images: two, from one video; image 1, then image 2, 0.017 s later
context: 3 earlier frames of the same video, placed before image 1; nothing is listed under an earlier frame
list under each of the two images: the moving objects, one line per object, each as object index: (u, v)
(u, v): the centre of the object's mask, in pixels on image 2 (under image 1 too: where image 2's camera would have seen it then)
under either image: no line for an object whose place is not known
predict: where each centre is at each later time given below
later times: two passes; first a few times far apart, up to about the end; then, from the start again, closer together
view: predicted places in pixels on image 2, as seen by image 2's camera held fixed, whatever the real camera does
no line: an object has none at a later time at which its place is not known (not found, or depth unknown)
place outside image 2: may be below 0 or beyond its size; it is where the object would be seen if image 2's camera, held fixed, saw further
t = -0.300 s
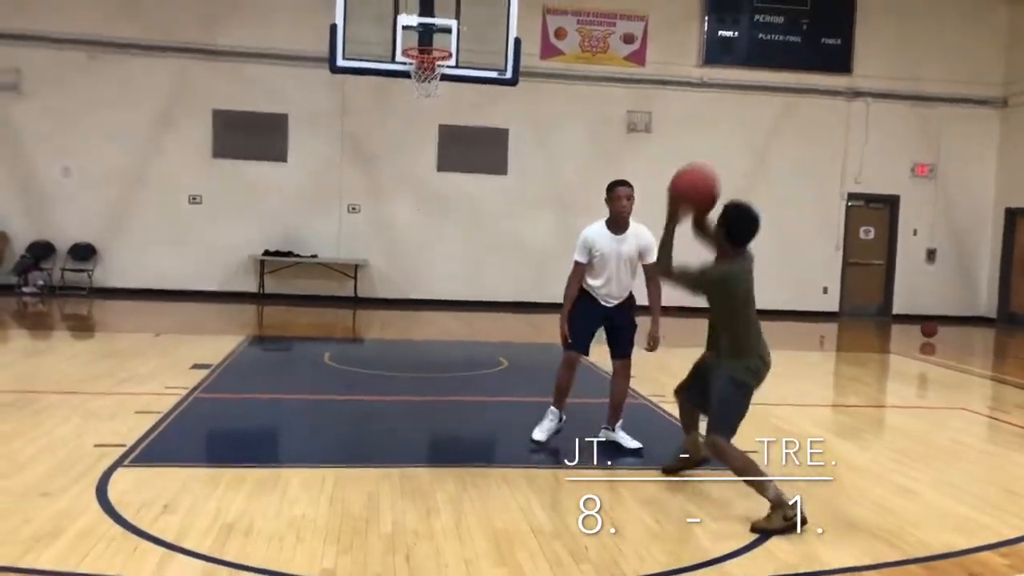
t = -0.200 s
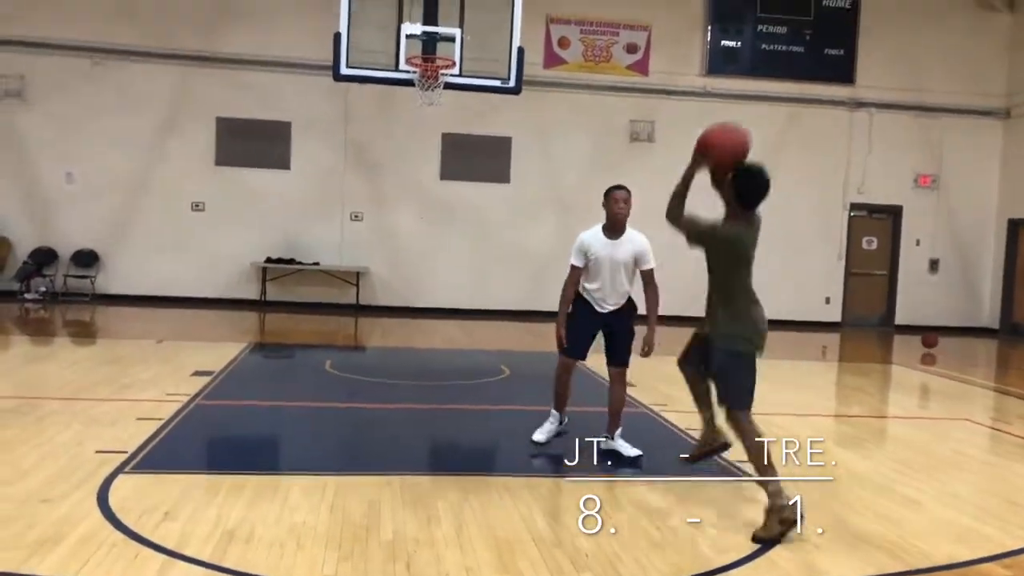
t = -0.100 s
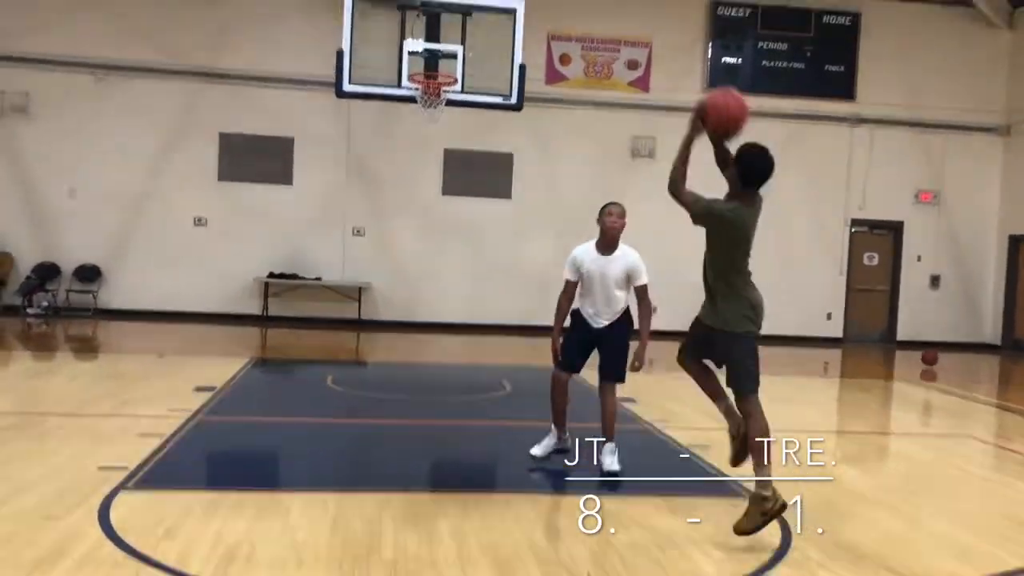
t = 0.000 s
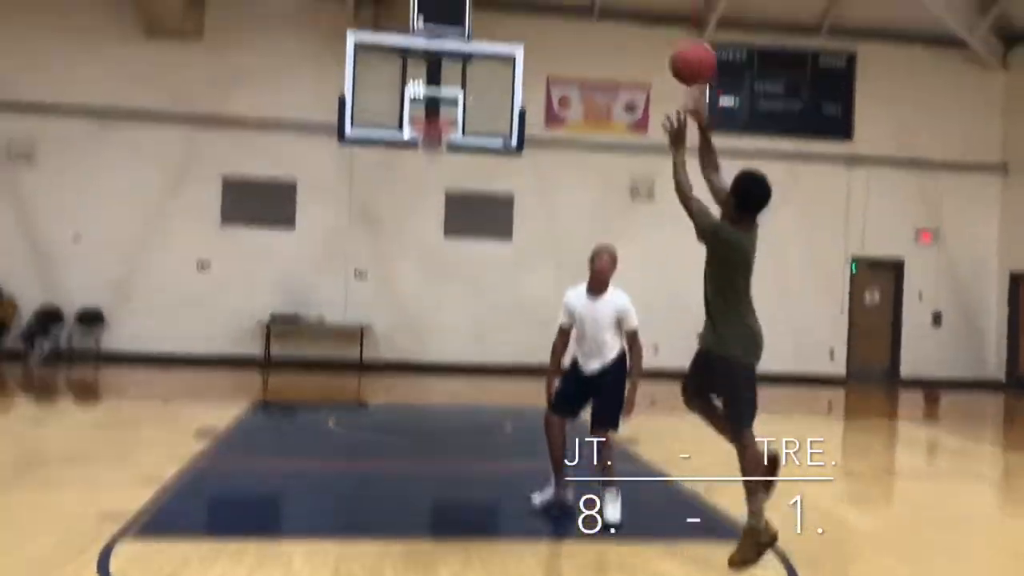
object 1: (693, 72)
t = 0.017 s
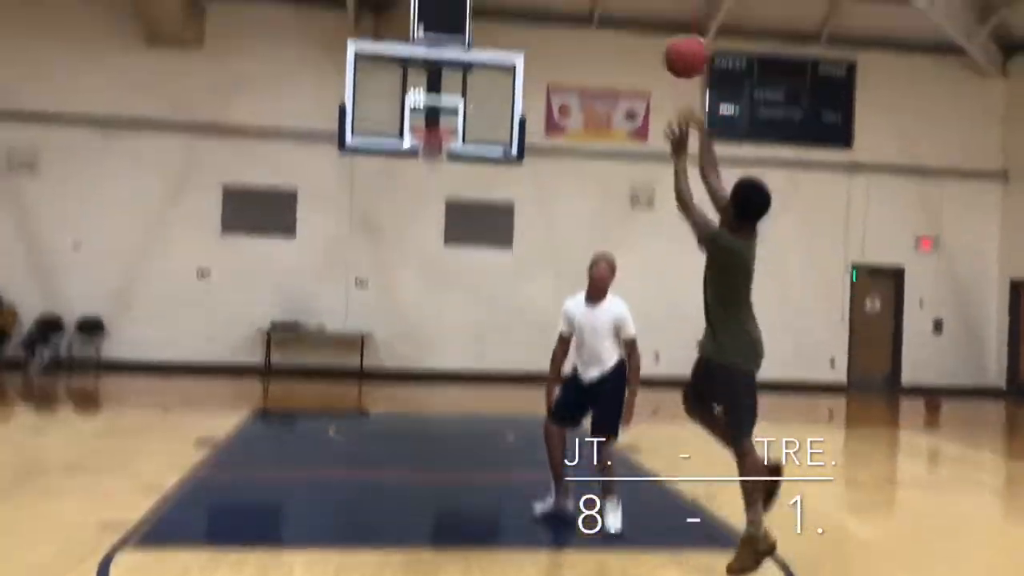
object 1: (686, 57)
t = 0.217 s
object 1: (620, -63)
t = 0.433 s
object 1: (567, -98)
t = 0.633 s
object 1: (527, -74)
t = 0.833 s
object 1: (493, -14)
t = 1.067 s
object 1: (462, 88)
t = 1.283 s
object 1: (446, 95)
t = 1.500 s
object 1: (420, 70)
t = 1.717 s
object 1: (389, 99)
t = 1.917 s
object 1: (352, 182)
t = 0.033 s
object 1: (680, 40)
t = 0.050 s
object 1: (674, 27)
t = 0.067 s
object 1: (670, 15)
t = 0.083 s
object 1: (662, 4)
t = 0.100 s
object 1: (656, -9)
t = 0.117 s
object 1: (651, -20)
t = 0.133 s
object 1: (646, -28)
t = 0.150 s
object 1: (640, -37)
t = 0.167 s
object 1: (635, -44)
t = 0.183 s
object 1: (630, -51)
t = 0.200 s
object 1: (625, -57)
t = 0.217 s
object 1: (620, -63)
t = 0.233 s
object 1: (615, -68)
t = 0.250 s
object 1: (611, -73)
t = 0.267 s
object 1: (606, -77)
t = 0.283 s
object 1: (601, -81)
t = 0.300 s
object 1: (597, -85)
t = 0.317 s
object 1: (593, -89)
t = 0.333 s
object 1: (589, -92)
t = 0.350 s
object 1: (585, -93)
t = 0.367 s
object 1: (580, -94)
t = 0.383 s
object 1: (576, -96)
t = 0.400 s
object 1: (573, -96)
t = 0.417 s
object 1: (569, -97)
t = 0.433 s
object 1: (567, -98)
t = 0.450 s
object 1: (562, -97)
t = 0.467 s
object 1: (559, -97)
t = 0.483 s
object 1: (555, -96)
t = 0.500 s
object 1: (552, -95)
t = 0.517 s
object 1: (548, -93)
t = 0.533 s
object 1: (545, -92)
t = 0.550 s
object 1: (542, -89)
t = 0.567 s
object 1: (539, -87)
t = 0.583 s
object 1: (536, -84)
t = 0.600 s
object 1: (533, -81)
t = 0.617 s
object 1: (529, -78)
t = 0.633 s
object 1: (527, -74)
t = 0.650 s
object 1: (524, -70)
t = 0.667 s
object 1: (521, -66)
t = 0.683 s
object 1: (518, -62)
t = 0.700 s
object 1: (515, -58)
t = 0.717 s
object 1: (512, -53)
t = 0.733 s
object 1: (509, -48)
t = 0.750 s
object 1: (507, -43)
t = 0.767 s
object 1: (505, -38)
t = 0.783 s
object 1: (501, -32)
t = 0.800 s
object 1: (500, -27)
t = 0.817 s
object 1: (495, -20)
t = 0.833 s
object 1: (493, -14)
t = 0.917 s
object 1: (483, 18)
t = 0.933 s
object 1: (481, 25)
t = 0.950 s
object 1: (477, 34)
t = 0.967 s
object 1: (475, 41)
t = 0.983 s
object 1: (474, 47)
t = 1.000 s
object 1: (471, 55)
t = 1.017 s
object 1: (468, 63)
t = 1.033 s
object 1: (466, 71)
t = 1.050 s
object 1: (464, 80)
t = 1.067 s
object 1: (462, 88)
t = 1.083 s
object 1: (460, 94)
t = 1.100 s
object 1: (458, 103)
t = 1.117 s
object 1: (457, 107)
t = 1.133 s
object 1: (456, 112)
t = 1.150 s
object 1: (455, 116)
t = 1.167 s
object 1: (455, 120)
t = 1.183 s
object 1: (454, 120)
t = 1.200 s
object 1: (452, 116)
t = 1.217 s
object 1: (451, 112)
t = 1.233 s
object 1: (450, 107)
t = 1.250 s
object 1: (449, 103)
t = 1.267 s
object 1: (447, 99)
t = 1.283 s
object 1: (446, 95)
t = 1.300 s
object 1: (444, 91)
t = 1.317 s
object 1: (443, 88)
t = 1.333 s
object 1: (441, 85)
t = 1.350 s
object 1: (440, 82)
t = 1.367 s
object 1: (436, 82)
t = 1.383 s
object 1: (435, 78)
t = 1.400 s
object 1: (433, 76)
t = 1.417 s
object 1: (431, 75)
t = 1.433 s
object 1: (429, 72)
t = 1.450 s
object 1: (428, 72)
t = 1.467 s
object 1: (425, 71)
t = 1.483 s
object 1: (424, 71)
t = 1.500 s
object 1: (420, 70)
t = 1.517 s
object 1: (419, 71)
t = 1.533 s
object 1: (417, 71)
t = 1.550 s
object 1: (414, 71)
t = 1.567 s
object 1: (413, 71)
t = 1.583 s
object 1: (410, 73)
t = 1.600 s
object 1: (407, 75)
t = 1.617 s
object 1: (404, 78)
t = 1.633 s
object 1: (402, 81)
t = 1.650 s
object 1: (400, 84)
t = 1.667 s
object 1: (397, 87)
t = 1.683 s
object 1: (394, 90)
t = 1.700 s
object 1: (391, 95)
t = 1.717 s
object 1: (389, 99)
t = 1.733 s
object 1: (387, 103)
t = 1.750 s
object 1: (384, 109)
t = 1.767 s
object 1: (381, 115)
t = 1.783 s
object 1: (378, 120)
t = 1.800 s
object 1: (375, 126)
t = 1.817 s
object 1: (372, 132)
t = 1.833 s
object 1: (369, 140)
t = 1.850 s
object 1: (365, 147)
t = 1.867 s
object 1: (362, 156)
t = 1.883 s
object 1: (359, 165)
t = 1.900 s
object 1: (355, 173)
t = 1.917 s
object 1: (352, 182)
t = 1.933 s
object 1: (348, 193)
